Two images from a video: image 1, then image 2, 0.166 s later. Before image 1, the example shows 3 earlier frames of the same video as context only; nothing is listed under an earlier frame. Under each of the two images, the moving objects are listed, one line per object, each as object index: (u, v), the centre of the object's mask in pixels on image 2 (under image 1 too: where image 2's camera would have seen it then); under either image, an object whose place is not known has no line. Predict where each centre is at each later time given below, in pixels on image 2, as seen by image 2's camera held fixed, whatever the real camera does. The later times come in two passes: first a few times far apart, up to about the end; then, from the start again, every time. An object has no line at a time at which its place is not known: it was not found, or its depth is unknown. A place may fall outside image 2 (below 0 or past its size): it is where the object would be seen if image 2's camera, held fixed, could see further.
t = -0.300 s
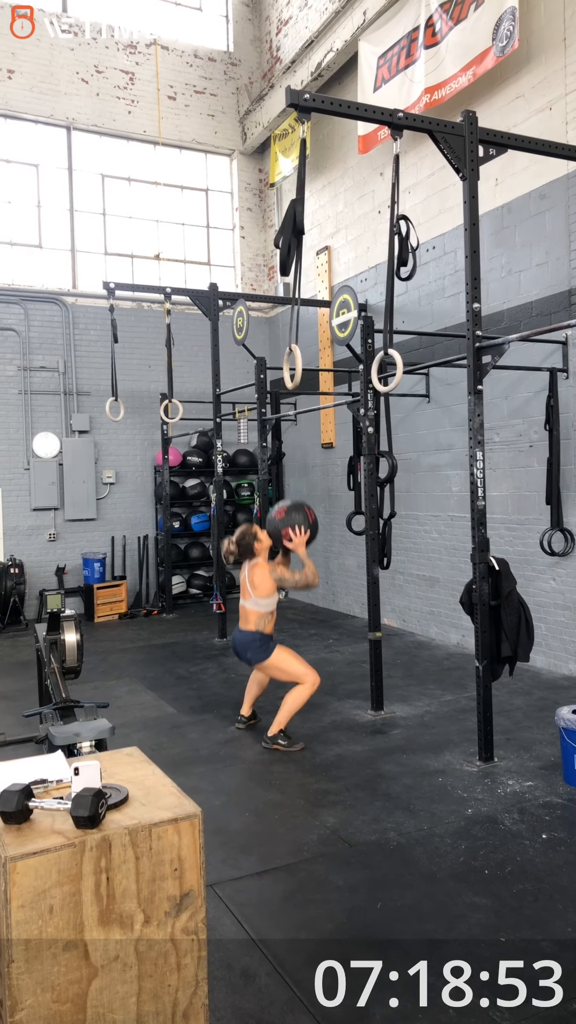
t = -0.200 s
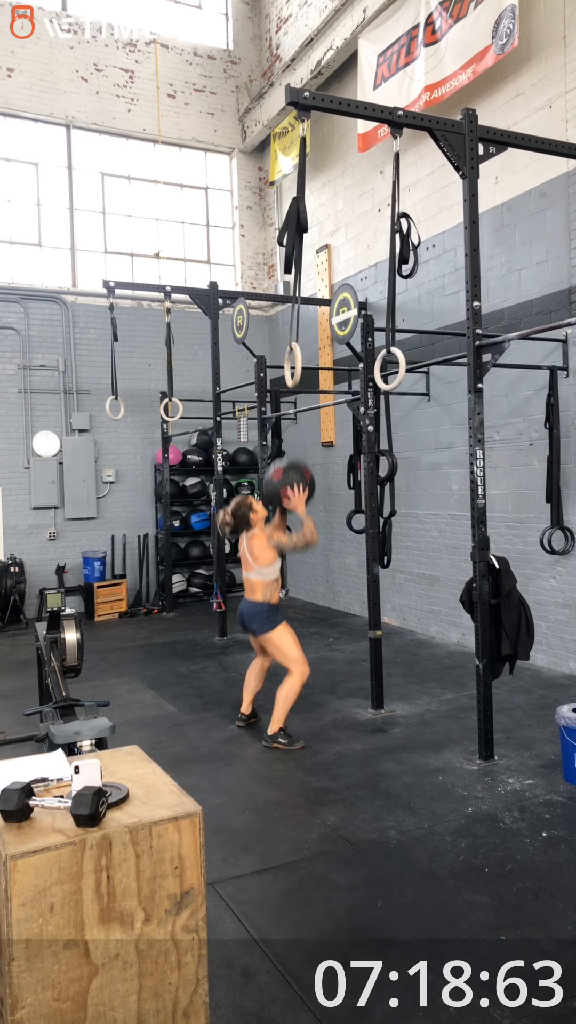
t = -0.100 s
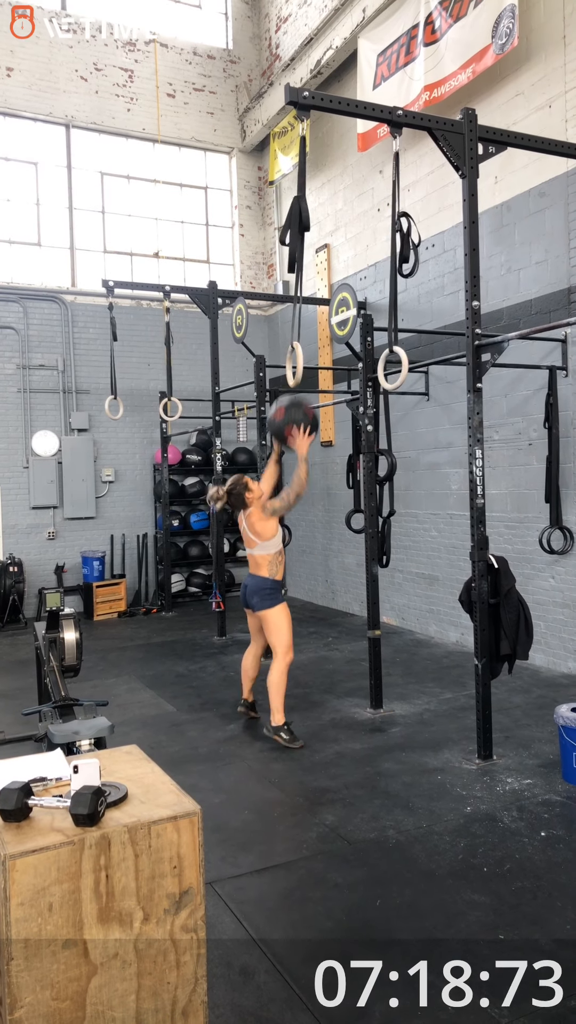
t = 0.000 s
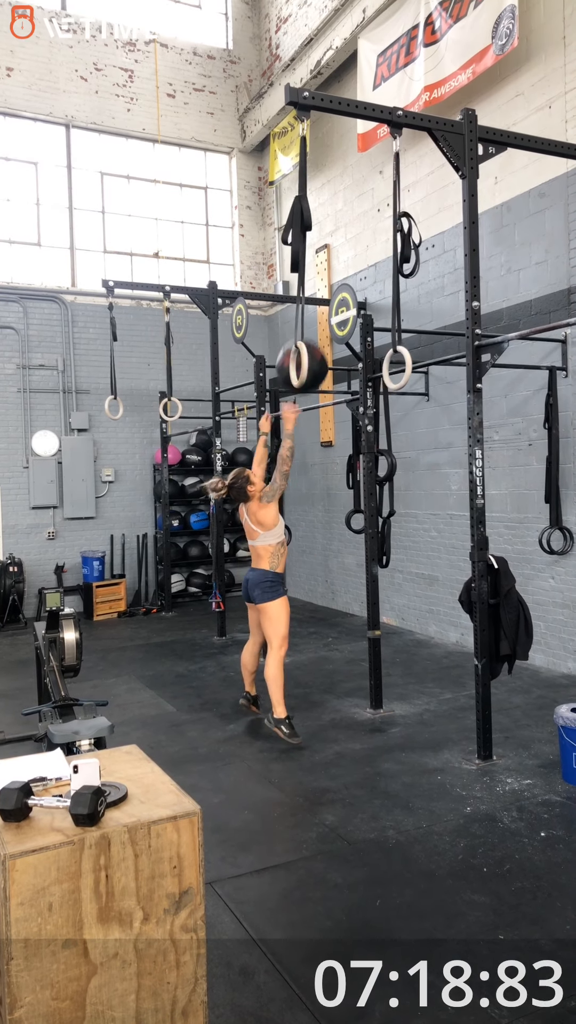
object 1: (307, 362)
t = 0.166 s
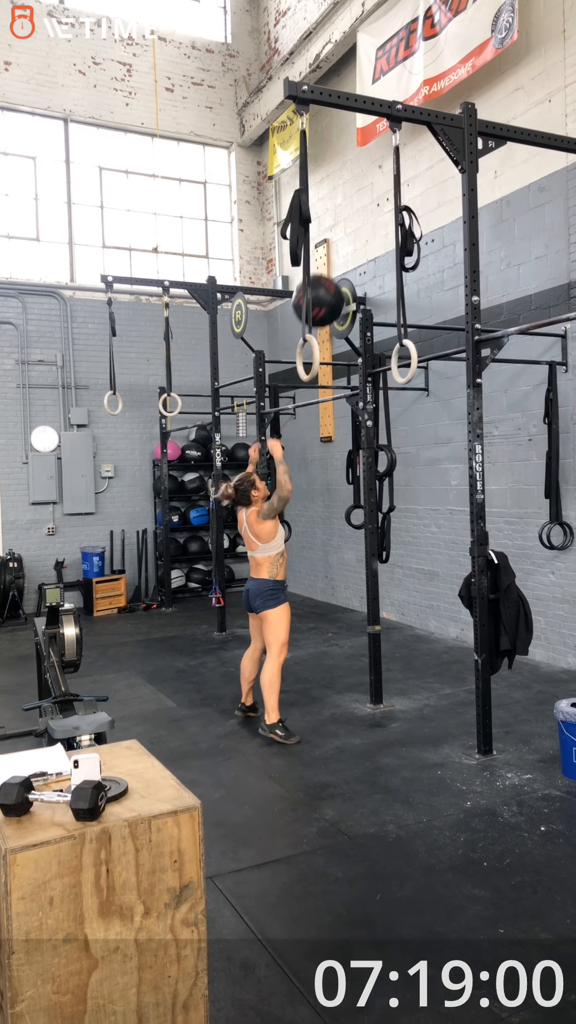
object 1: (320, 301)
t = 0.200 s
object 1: (327, 293)
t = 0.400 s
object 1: (309, 291)
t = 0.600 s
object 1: (292, 348)
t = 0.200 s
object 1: (327, 293)
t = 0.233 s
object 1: (329, 289)
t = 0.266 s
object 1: (329, 286)
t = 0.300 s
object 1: (322, 285)
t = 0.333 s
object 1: (318, 286)
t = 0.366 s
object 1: (310, 288)
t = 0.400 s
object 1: (309, 291)
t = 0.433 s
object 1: (305, 297)
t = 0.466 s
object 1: (299, 304)
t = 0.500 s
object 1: (299, 313)
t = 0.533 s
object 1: (297, 322)
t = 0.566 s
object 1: (295, 334)
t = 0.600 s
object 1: (292, 348)
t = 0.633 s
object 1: (290, 364)
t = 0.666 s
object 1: (288, 380)
